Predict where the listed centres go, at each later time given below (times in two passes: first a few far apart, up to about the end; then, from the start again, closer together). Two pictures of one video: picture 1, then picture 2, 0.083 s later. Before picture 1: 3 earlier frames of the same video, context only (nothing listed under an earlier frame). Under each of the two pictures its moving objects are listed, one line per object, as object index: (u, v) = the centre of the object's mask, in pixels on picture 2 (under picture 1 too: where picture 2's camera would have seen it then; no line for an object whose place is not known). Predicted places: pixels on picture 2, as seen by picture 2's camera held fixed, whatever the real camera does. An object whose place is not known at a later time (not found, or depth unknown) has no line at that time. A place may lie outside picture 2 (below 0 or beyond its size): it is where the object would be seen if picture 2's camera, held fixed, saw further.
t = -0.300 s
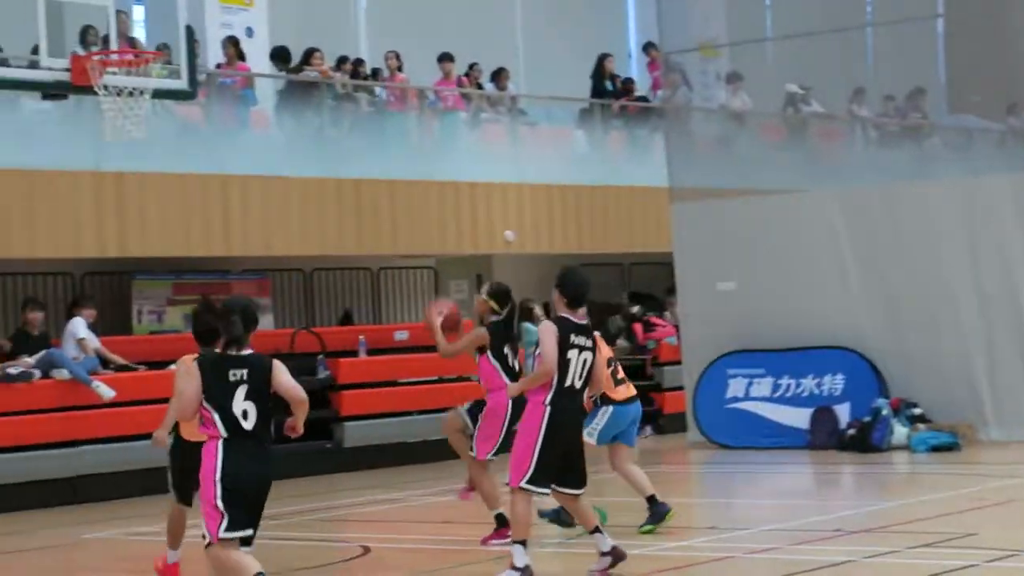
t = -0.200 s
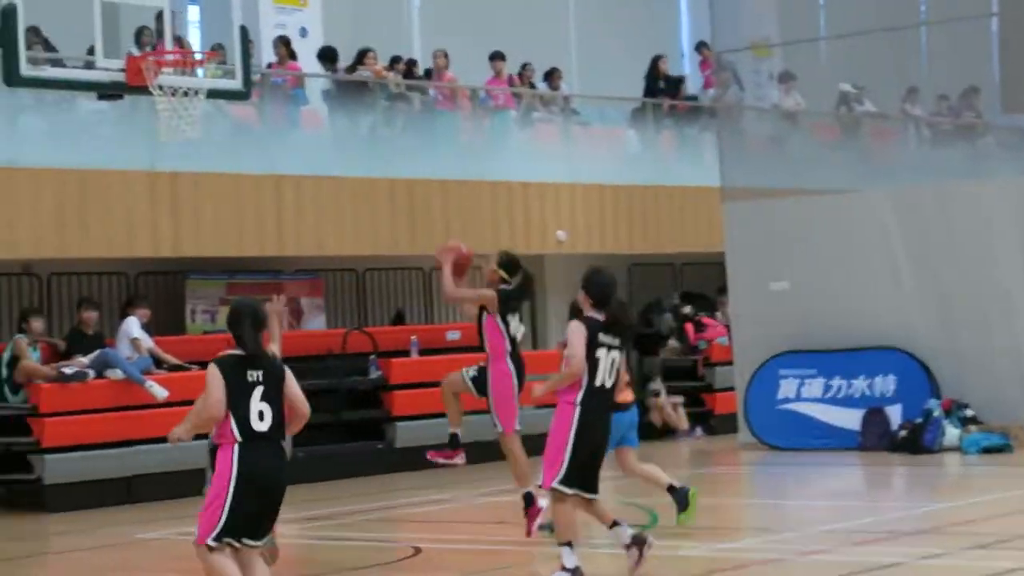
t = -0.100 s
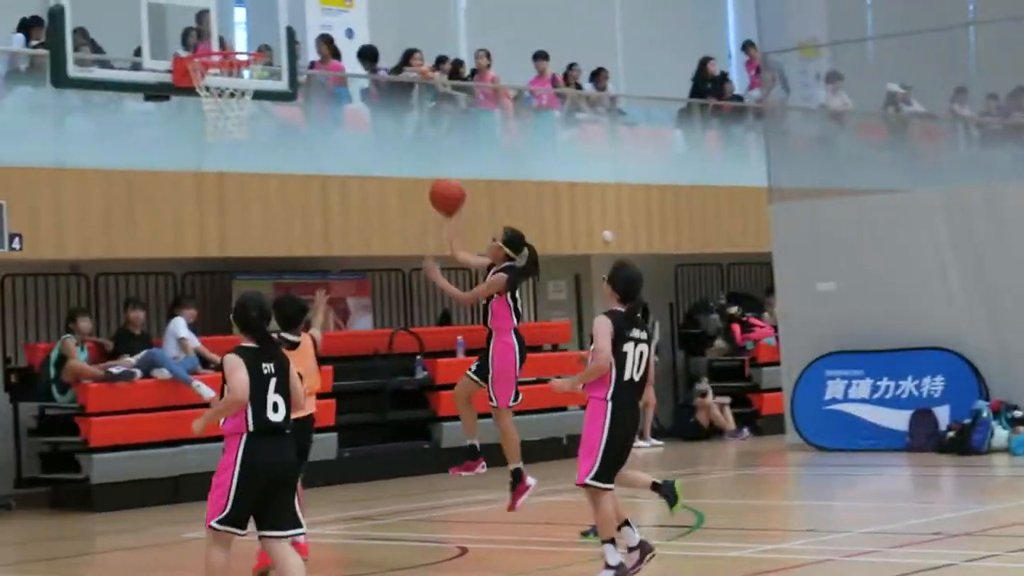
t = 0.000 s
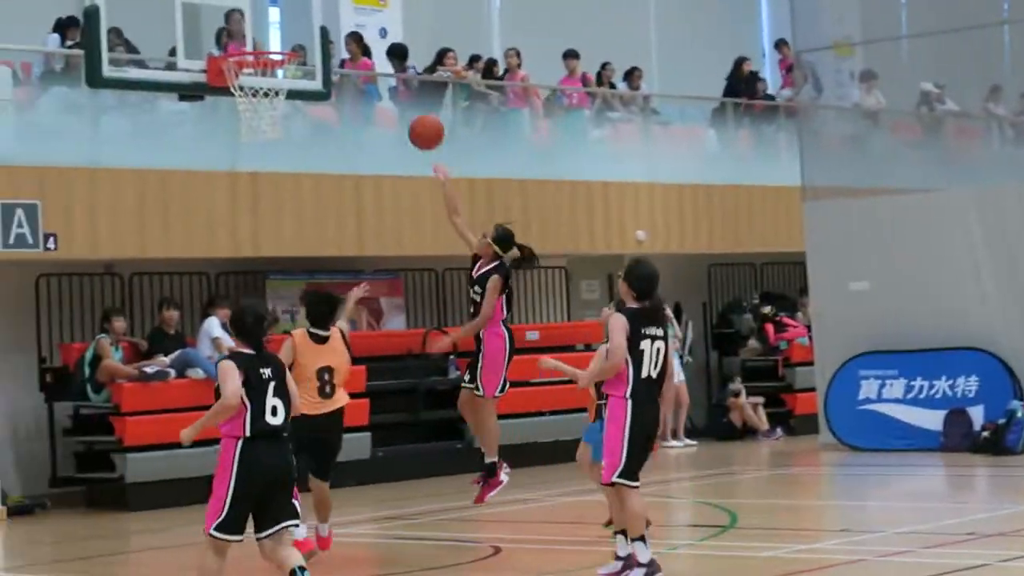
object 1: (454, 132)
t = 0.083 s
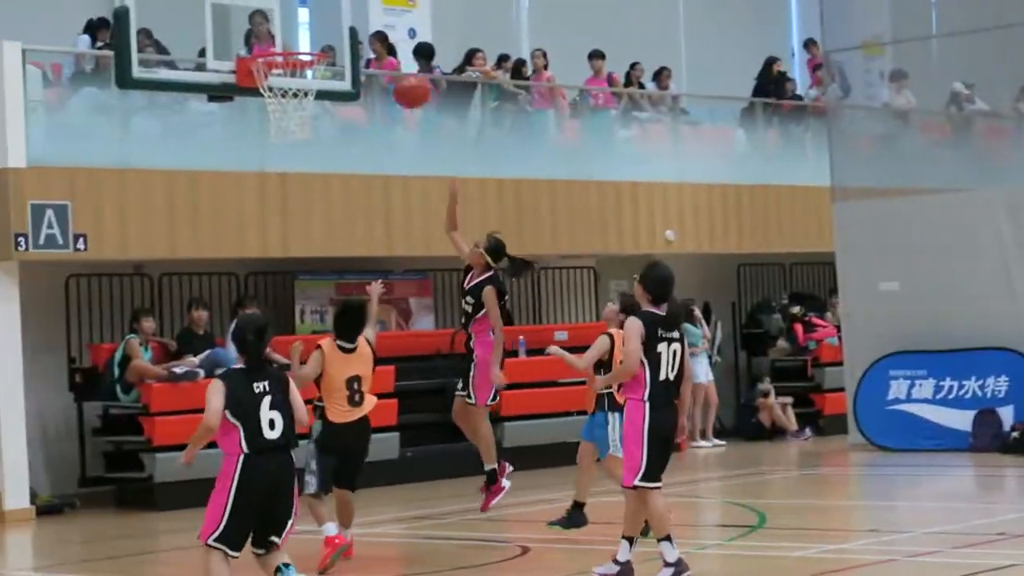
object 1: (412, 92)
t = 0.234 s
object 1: (335, 42)
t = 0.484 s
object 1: (280, 20)
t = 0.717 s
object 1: (291, 23)
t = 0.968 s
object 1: (304, 40)
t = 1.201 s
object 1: (293, 108)
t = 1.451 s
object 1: (277, 228)
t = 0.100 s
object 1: (403, 85)
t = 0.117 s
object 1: (394, 77)
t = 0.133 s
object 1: (386, 70)
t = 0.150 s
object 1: (379, 65)
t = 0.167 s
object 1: (369, 59)
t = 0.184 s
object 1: (361, 54)
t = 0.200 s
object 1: (353, 50)
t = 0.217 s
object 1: (344, 46)
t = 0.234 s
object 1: (335, 42)
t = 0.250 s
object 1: (328, 39)
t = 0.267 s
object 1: (319, 36)
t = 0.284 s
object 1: (310, 34)
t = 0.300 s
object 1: (302, 32)
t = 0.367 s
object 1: (278, 26)
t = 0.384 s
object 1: (277, 25)
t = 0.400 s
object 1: (278, 23)
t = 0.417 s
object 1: (278, 22)
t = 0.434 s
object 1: (278, 20)
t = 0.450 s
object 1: (279, 20)
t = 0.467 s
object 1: (279, 20)
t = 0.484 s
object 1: (280, 20)
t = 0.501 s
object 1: (281, 21)
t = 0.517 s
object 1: (281, 24)
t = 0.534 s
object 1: (281, 25)
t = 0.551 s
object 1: (282, 27)
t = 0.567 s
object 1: (282, 30)
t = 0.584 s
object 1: (284, 32)
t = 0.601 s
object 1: (284, 36)
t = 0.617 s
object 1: (285, 35)
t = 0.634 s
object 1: (286, 31)
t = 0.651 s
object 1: (286, 28)
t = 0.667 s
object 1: (287, 26)
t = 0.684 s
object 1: (288, 24)
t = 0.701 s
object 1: (290, 23)
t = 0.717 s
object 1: (291, 23)
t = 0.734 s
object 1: (292, 21)
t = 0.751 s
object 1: (294, 21)
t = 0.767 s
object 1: (295, 21)
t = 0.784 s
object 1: (297, 21)
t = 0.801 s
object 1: (298, 23)
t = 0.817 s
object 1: (300, 25)
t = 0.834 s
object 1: (301, 26)
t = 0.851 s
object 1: (302, 29)
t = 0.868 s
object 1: (304, 32)
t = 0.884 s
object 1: (305, 35)
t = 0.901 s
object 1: (307, 38)
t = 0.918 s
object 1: (307, 39)
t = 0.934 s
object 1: (306, 39)
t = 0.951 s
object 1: (305, 40)
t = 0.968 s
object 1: (304, 40)
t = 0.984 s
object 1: (303, 41)
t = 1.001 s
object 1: (302, 53)
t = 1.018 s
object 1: (300, 55)
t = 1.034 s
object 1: (299, 58)
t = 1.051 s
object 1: (298, 60)
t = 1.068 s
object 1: (298, 64)
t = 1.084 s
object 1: (297, 71)
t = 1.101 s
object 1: (295, 75)
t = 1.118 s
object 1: (294, 78)
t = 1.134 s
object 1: (294, 82)
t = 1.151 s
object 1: (293, 92)
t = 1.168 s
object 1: (292, 97)
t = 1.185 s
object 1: (291, 103)
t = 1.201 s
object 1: (293, 108)
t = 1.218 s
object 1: (290, 113)
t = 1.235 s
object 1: (288, 119)
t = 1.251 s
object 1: (287, 125)
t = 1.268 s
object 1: (286, 131)
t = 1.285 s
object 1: (286, 137)
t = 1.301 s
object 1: (285, 144)
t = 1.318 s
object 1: (284, 152)
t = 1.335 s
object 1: (282, 160)
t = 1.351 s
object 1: (282, 168)
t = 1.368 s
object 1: (281, 177)
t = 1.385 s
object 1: (279, 187)
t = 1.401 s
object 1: (281, 196)
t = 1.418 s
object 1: (280, 206)
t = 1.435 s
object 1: (277, 217)
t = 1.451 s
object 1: (277, 228)
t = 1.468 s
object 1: (273, 241)
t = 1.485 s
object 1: (271, 253)
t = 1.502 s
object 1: (269, 267)
